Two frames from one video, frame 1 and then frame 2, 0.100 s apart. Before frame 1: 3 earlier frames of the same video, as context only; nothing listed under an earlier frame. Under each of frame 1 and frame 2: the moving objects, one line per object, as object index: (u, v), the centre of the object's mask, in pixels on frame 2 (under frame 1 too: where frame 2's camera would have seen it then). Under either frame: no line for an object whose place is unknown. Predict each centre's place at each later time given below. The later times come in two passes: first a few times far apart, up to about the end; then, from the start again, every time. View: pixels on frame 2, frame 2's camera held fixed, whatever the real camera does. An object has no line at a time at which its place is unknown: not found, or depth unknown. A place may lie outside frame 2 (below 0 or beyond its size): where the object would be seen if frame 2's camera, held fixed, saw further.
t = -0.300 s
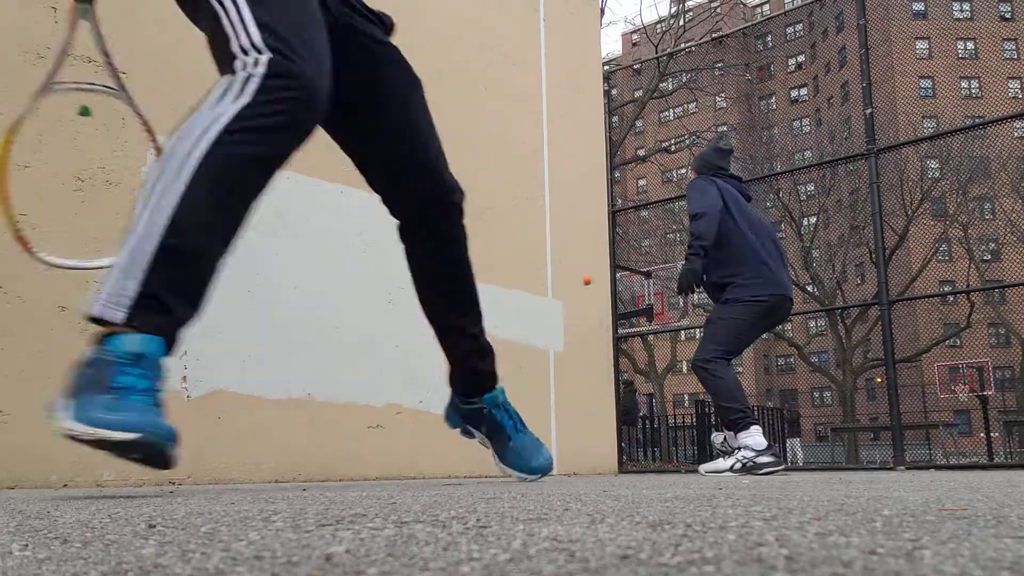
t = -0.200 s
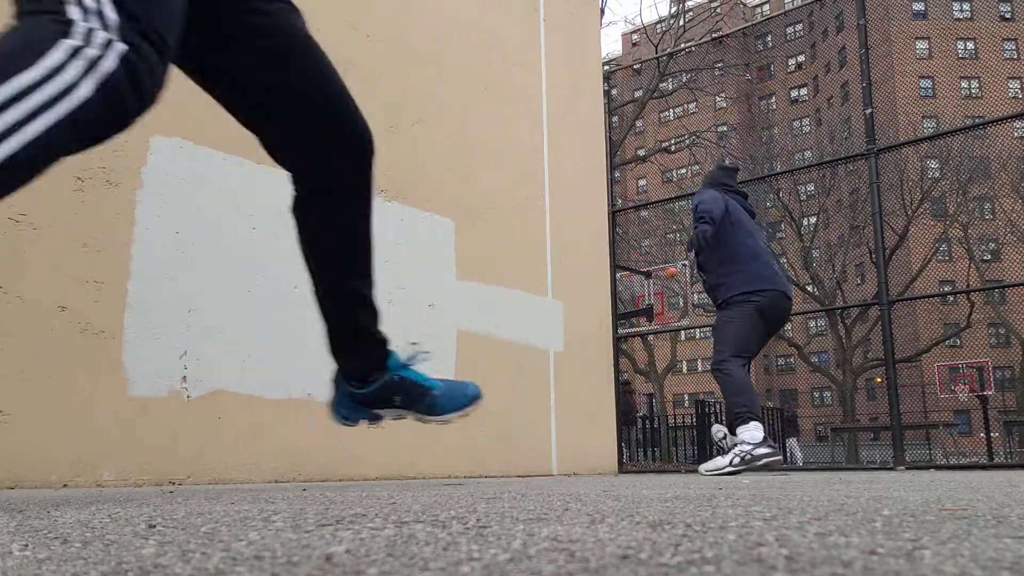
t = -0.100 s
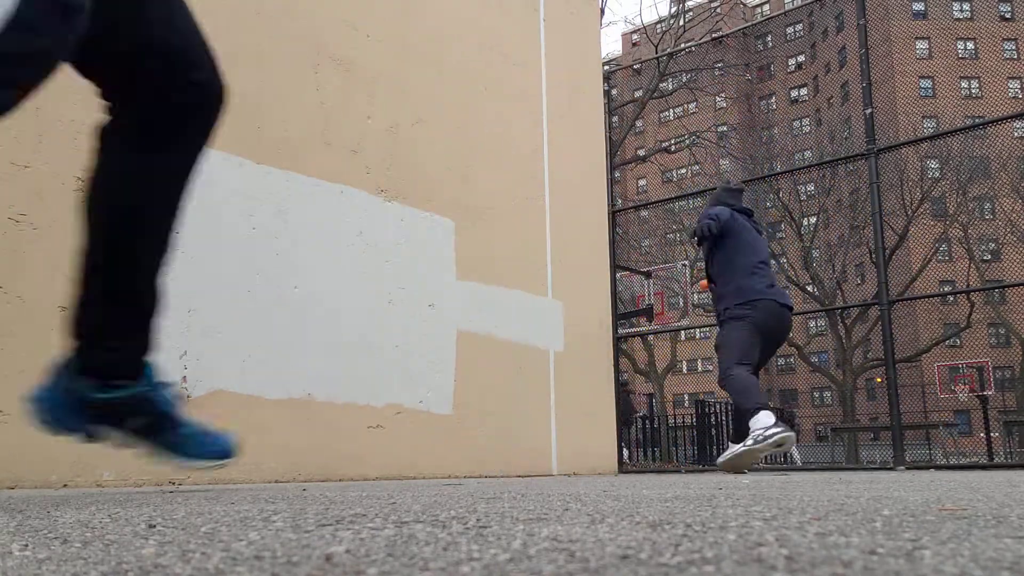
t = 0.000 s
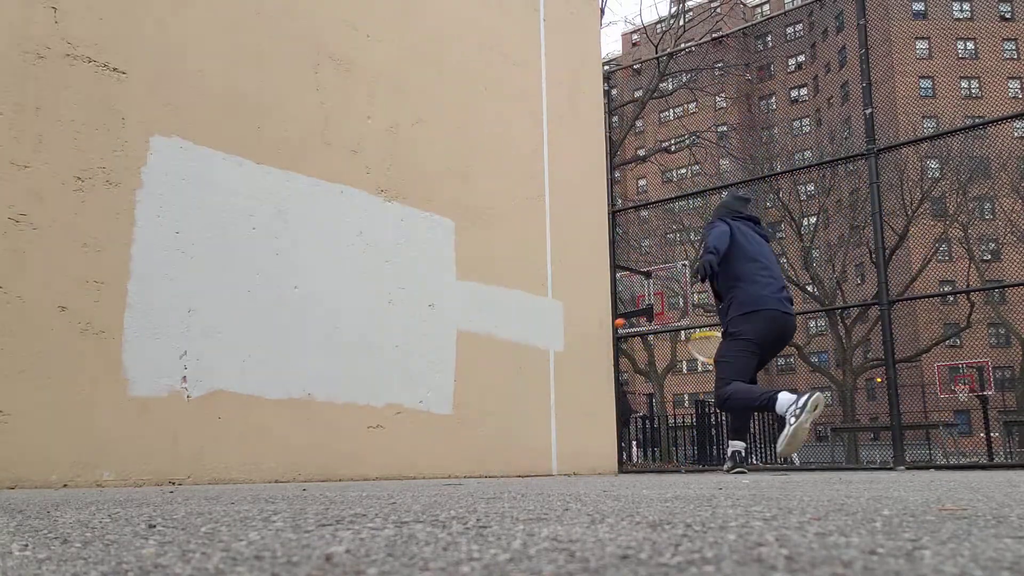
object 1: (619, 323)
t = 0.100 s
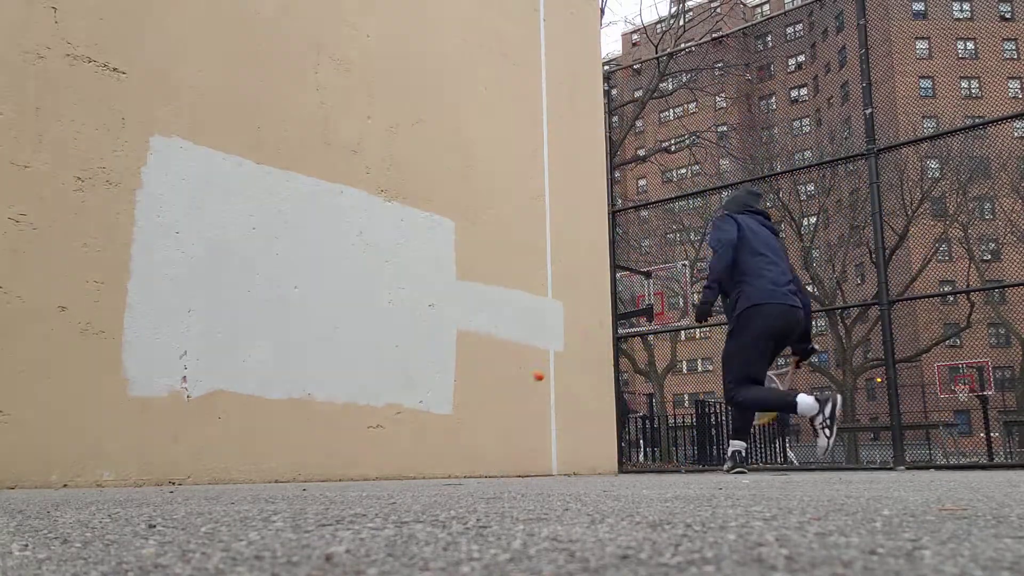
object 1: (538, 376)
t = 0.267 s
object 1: (413, 463)
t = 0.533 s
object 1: (314, 382)
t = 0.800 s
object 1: (320, 400)
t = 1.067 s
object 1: (316, 437)
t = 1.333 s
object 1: (300, 438)
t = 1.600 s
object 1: (278, 443)
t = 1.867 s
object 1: (249, 457)
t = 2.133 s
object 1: (216, 469)
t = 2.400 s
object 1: (178, 476)
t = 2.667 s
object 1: (132, 476)
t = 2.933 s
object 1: (81, 476)
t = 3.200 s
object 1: (21, 477)
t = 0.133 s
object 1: (512, 397)
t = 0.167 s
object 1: (486, 420)
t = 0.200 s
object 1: (459, 443)
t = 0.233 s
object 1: (434, 469)
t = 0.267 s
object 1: (413, 463)
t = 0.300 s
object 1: (394, 447)
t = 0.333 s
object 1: (376, 433)
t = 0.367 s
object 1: (357, 421)
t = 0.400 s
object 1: (339, 412)
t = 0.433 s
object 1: (322, 404)
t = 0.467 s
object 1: (311, 396)
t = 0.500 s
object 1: (312, 388)
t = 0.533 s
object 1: (314, 382)
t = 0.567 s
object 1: (315, 378)
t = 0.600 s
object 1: (315, 375)
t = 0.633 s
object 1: (316, 375)
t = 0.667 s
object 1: (317, 376)
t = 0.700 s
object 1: (318, 379)
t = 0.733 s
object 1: (318, 384)
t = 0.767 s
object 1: (319, 391)
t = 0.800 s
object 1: (320, 400)
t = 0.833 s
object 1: (320, 411)
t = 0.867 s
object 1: (320, 425)
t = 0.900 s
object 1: (321, 441)
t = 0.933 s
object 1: (321, 460)
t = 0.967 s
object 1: (321, 475)
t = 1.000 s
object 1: (319, 460)
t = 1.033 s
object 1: (318, 447)
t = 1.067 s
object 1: (316, 437)
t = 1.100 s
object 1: (315, 429)
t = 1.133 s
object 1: (313, 423)
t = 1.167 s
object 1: (311, 420)
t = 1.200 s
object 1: (310, 419)
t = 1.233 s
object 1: (308, 420)
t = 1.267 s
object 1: (305, 423)
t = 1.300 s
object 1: (303, 429)
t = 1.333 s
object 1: (300, 438)
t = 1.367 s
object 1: (298, 450)
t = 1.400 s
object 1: (295, 464)
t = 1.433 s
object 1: (293, 474)
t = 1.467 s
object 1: (290, 462)
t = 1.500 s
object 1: (287, 453)
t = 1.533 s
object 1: (284, 447)
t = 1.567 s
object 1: (281, 444)
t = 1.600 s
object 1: (278, 443)
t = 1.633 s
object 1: (274, 445)
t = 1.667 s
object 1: (271, 450)
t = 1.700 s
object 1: (267, 458)
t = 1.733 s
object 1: (263, 468)
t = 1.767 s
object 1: (259, 473)
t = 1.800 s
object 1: (256, 465)
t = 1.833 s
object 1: (252, 459)
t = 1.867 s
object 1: (249, 457)
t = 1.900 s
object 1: (245, 457)
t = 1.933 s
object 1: (241, 461)
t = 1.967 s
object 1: (236, 468)
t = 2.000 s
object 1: (232, 476)
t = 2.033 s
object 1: (228, 469)
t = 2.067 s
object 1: (224, 465)
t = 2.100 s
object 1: (220, 465)
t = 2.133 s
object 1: (216, 469)
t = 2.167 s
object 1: (211, 475)
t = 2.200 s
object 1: (207, 472)
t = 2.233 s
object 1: (202, 470)
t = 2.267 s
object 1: (198, 472)
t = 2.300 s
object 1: (192, 477)
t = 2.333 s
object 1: (188, 474)
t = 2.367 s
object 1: (183, 473)
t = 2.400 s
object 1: (178, 476)
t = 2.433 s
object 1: (172, 475)
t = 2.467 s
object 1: (166, 477)
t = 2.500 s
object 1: (161, 476)
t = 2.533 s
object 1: (155, 475)
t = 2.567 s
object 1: (149, 476)
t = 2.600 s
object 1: (143, 475)
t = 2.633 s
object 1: (137, 476)
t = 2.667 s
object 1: (132, 476)
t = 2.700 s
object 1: (126, 476)
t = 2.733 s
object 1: (120, 476)
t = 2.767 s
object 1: (113, 476)
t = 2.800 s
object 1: (107, 477)
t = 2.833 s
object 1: (101, 477)
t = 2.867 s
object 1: (94, 477)
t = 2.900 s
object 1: (88, 477)
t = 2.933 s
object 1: (81, 476)
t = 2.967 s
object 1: (74, 476)
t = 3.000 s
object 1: (67, 476)
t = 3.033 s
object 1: (60, 476)
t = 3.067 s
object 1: (52, 476)
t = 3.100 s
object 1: (44, 476)
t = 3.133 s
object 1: (36, 477)
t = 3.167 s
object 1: (29, 477)
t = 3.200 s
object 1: (21, 477)
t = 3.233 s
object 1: (14, 477)
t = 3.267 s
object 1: (9, 477)
